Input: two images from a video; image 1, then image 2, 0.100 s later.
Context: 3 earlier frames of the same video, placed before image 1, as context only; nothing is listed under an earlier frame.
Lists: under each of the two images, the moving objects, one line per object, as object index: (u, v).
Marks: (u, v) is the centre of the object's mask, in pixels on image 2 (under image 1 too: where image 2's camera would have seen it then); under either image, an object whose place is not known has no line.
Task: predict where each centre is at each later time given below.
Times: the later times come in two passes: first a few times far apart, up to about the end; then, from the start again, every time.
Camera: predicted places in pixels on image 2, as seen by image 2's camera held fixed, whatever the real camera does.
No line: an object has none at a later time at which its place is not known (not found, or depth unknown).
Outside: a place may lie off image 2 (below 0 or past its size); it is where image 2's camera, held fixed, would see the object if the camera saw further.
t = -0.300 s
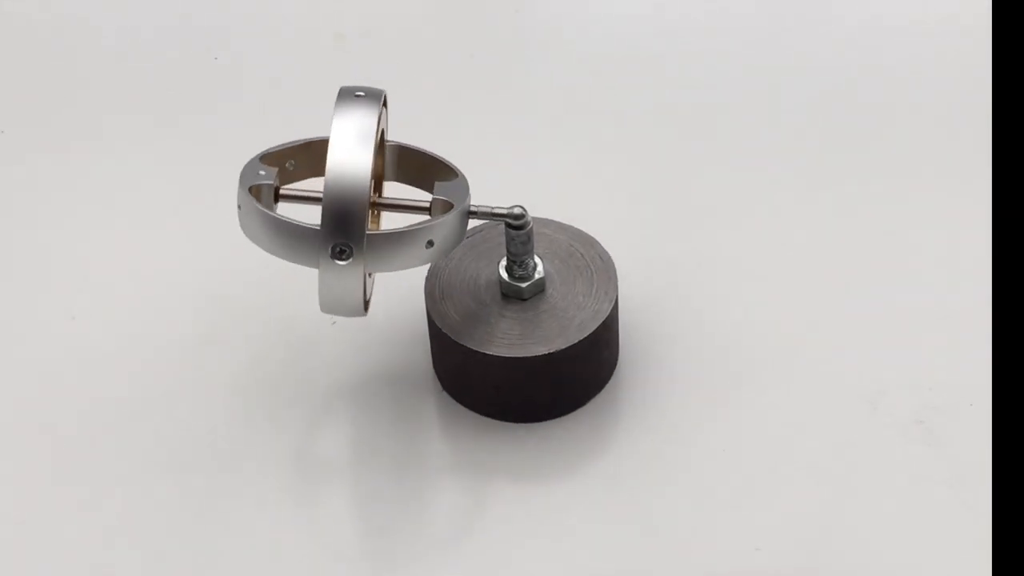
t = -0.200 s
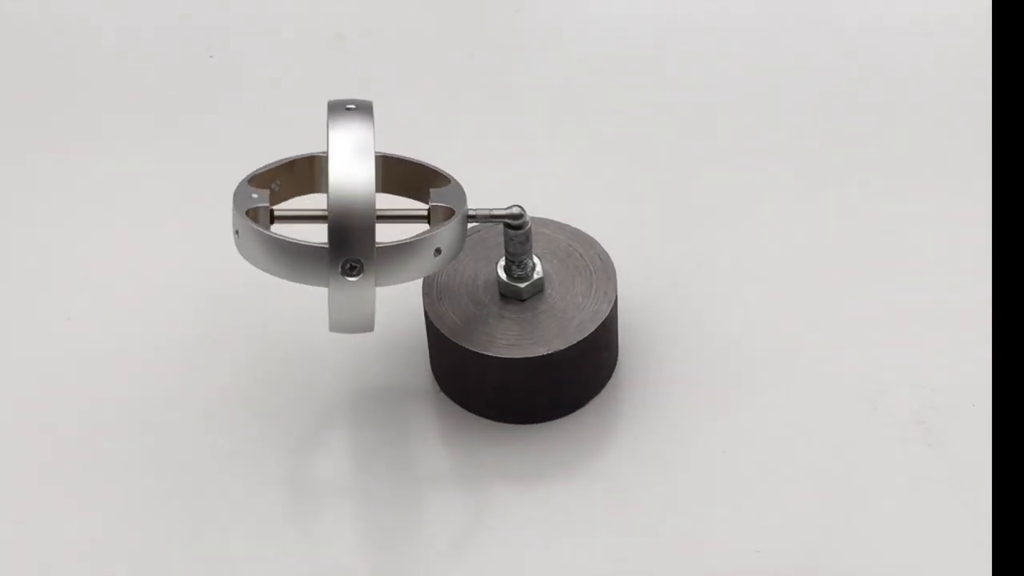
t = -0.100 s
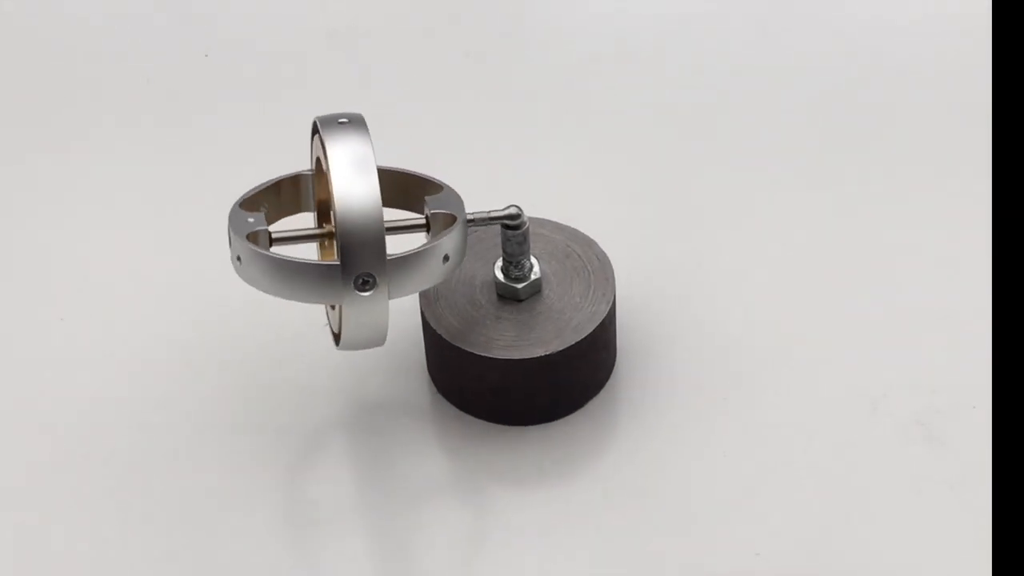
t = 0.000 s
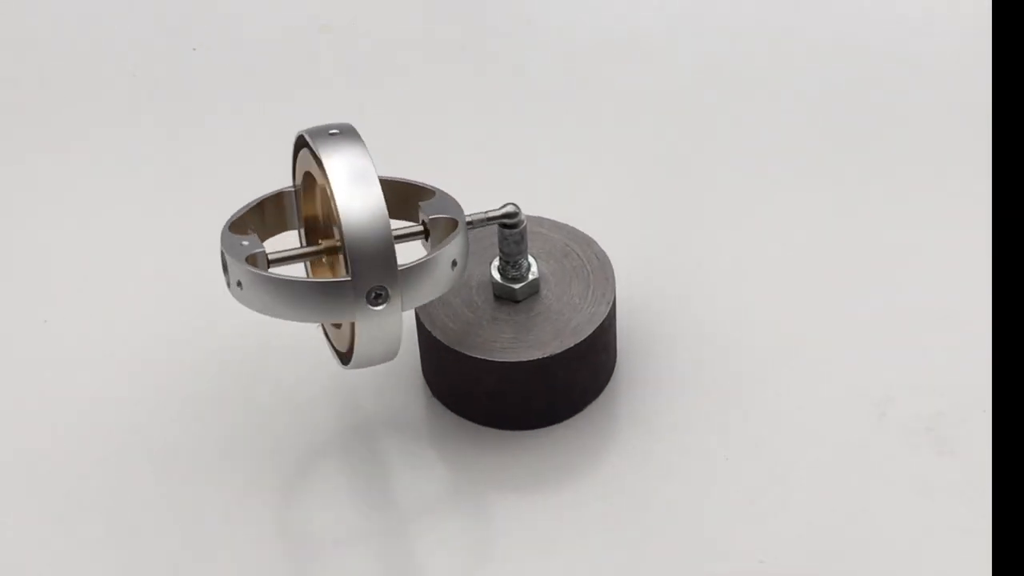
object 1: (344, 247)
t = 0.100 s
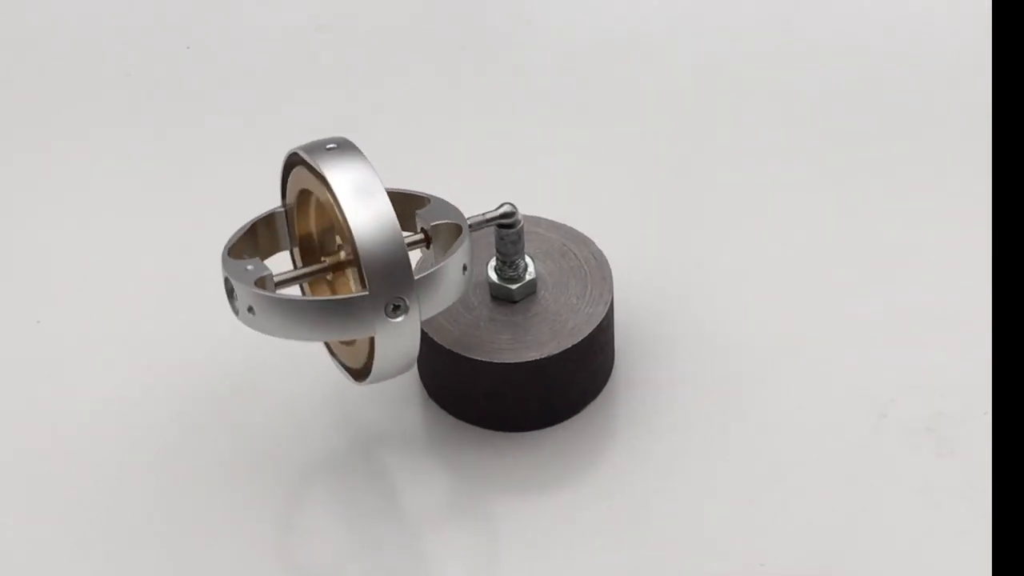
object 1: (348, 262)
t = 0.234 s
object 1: (360, 282)
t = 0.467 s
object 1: (394, 310)
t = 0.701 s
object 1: (438, 329)
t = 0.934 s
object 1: (490, 334)
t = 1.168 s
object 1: (545, 332)
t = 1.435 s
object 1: (604, 311)
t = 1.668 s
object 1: (642, 283)
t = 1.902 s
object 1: (665, 248)
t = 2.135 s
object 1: (673, 210)
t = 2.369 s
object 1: (664, 173)
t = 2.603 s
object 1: (641, 140)
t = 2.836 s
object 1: (607, 115)
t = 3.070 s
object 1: (563, 99)
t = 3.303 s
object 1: (516, 91)
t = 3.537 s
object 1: (465, 92)
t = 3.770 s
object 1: (417, 103)
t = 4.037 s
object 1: (370, 130)
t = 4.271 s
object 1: (342, 162)
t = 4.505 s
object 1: (327, 200)
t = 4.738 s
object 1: (328, 237)
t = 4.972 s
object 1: (345, 272)
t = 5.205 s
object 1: (378, 303)
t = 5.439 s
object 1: (422, 324)
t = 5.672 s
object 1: (474, 335)
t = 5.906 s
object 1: (526, 331)
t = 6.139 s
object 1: (586, 321)
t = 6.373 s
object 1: (629, 294)
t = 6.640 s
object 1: (661, 255)
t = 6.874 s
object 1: (672, 218)
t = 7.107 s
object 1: (667, 179)
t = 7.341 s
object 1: (645, 145)
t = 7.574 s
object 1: (612, 117)
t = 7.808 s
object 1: (568, 100)
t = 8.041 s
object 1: (520, 92)
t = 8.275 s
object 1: (469, 92)
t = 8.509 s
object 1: (419, 103)
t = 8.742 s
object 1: (376, 126)
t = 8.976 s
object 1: (345, 158)
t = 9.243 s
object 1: (327, 200)
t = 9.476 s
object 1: (329, 239)
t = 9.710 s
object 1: (347, 275)
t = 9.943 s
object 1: (382, 305)
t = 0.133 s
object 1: (349, 268)
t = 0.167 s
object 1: (353, 273)
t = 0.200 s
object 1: (356, 277)
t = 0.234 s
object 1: (360, 282)
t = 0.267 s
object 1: (364, 286)
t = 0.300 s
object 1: (369, 290)
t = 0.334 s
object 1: (373, 295)
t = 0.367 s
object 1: (378, 299)
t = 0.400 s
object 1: (383, 302)
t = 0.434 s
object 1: (389, 306)
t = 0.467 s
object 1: (394, 310)
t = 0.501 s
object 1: (400, 313)
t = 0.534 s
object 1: (406, 316)
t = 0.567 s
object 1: (412, 319)
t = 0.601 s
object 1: (418, 322)
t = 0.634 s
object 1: (425, 324)
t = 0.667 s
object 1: (432, 327)
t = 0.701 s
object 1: (438, 329)
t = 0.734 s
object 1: (446, 330)
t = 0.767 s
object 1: (453, 332)
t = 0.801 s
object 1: (460, 333)
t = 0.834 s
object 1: (467, 335)
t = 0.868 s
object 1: (477, 333)
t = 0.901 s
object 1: (483, 333)
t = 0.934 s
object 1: (490, 334)
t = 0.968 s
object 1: (497, 335)
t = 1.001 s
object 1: (505, 334)
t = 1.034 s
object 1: (512, 334)
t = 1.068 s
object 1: (520, 335)
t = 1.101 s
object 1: (529, 334)
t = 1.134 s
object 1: (536, 333)
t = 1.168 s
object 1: (545, 332)
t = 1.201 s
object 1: (554, 331)
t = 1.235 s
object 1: (562, 329)
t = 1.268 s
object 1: (570, 327)
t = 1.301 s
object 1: (577, 324)
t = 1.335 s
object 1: (584, 321)
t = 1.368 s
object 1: (591, 318)
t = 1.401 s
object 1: (597, 315)
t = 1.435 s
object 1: (604, 311)
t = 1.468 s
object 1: (610, 308)
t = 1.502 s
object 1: (616, 304)
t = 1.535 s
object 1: (621, 300)
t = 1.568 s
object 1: (627, 296)
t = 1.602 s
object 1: (632, 292)
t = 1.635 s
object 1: (637, 287)
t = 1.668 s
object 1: (642, 283)
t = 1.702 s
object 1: (646, 278)
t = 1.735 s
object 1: (650, 273)
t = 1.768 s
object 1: (654, 268)
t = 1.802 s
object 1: (657, 263)
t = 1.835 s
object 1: (660, 258)
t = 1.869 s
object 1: (663, 253)
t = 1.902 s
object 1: (665, 248)
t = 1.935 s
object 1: (667, 243)
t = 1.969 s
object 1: (669, 237)
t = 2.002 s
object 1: (670, 232)
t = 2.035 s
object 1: (671, 227)
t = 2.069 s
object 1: (672, 221)
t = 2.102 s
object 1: (672, 215)
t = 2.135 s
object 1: (673, 210)
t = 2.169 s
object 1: (672, 205)
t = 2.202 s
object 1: (672, 200)
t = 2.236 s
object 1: (671, 195)
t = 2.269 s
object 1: (670, 189)
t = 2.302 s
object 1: (668, 184)
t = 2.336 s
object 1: (667, 178)
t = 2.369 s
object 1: (664, 173)
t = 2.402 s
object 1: (662, 169)
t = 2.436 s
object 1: (659, 164)
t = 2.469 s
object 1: (656, 159)
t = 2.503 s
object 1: (653, 154)
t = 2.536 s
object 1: (649, 150)
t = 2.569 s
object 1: (646, 145)
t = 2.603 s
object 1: (641, 140)
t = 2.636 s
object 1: (637, 136)
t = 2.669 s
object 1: (633, 132)
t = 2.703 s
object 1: (628, 128)
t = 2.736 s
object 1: (623, 125)
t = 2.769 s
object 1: (618, 121)
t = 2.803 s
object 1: (613, 117)
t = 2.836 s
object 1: (607, 115)
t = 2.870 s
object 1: (601, 112)
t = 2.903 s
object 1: (595, 108)
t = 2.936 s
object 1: (589, 106)
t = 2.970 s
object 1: (583, 104)
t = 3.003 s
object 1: (576, 102)
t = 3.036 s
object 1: (569, 100)
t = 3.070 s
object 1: (563, 99)
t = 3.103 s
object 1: (556, 98)
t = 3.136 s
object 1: (549, 96)
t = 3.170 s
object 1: (543, 96)
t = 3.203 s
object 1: (536, 94)
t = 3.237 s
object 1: (530, 93)
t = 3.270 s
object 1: (523, 92)
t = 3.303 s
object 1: (516, 91)
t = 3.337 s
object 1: (509, 91)
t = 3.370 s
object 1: (502, 90)
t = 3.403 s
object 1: (495, 90)
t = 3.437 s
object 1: (487, 90)
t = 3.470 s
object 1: (480, 90)
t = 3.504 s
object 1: (473, 91)
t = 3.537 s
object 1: (465, 92)
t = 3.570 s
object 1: (458, 92)
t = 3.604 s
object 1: (451, 93)
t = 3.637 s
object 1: (444, 95)
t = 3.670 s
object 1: (437, 96)
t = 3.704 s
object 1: (430, 99)
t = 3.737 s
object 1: (424, 101)
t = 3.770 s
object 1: (417, 103)
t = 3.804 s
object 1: (411, 106)
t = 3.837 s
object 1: (404, 108)
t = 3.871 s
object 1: (398, 111)
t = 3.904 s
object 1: (392, 115)
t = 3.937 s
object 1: (386, 119)
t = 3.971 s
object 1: (381, 122)
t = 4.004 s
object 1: (375, 126)
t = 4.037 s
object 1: (370, 130)
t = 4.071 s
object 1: (365, 135)
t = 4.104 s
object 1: (361, 138)
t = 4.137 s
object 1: (356, 143)
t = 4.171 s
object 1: (352, 148)
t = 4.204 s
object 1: (348, 153)
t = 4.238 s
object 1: (345, 157)
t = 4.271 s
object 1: (342, 162)
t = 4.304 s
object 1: (339, 167)
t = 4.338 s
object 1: (336, 172)
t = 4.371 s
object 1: (333, 178)
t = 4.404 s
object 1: (331, 183)
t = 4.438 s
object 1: (329, 189)
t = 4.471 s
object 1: (328, 194)
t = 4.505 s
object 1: (327, 200)
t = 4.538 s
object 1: (326, 205)
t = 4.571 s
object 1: (325, 210)
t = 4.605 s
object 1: (325, 216)
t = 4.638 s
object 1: (326, 221)
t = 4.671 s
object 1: (326, 226)
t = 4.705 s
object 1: (327, 232)
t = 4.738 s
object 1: (328, 237)
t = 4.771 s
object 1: (330, 242)
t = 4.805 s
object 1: (331, 248)
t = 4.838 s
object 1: (333, 253)
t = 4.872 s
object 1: (336, 258)
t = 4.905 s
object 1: (338, 263)
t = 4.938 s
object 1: (341, 268)
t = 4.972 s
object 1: (345, 272)
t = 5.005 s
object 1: (349, 277)
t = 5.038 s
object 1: (353, 282)
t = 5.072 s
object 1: (357, 286)
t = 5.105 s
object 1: (362, 290)
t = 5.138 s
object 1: (367, 295)
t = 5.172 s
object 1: (372, 299)
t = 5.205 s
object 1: (378, 303)
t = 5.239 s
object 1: (383, 306)
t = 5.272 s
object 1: (389, 310)
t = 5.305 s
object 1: (396, 313)
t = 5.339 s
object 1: (402, 316)
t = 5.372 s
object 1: (408, 319)
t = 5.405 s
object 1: (415, 322)
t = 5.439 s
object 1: (422, 324)
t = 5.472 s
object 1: (429, 327)
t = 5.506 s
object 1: (436, 329)
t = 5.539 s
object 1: (444, 331)
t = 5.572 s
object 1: (451, 332)
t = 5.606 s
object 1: (458, 333)
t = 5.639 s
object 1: (466, 334)
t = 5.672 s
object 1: (474, 335)
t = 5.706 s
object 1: (480, 336)
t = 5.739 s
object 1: (488, 336)
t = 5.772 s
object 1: (497, 335)
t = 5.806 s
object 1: (504, 334)
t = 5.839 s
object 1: (512, 333)
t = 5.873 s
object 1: (519, 332)
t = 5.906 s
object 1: (526, 331)
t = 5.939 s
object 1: (531, 329)
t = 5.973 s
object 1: (546, 331)
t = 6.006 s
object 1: (555, 330)
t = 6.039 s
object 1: (563, 328)
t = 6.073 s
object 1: (571, 326)
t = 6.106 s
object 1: (578, 323)
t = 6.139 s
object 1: (586, 321)
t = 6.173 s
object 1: (592, 318)
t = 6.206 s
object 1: (599, 314)
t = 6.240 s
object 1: (606, 311)
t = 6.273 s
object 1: (612, 307)
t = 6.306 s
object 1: (618, 303)
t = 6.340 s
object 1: (624, 299)
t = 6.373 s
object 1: (629, 294)
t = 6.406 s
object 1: (634, 290)
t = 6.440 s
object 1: (639, 285)
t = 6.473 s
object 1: (644, 280)
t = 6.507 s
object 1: (648, 275)
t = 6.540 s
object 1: (652, 271)
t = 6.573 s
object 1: (655, 266)
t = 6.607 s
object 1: (658, 260)
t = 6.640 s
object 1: (661, 255)
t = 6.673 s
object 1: (664, 250)
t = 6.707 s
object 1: (666, 244)
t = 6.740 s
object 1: (668, 239)
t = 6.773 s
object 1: (670, 233)
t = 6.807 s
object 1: (671, 229)
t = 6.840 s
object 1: (672, 223)
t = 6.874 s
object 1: (672, 218)
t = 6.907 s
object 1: (672, 212)
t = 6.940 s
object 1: (672, 206)
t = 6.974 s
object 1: (672, 201)
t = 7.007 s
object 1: (671, 195)
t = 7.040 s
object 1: (670, 190)
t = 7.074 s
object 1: (668, 184)
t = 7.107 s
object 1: (667, 179)
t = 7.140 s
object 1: (664, 174)
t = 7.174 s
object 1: (662, 169)
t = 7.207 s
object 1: (659, 164)
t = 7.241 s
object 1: (656, 159)
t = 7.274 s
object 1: (653, 154)
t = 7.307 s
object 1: (649, 149)
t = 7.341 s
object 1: (645, 145)
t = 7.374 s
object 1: (641, 140)
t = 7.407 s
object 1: (637, 136)
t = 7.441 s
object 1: (632, 132)
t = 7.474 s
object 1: (627, 128)
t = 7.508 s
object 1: (623, 124)
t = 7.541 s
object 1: (617, 121)
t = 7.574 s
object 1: (612, 117)
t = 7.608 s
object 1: (606, 114)
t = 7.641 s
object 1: (600, 111)
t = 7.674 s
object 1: (594, 108)
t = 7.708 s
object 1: (587, 106)
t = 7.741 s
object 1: (581, 104)
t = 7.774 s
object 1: (575, 102)
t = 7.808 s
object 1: (568, 100)
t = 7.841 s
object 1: (561, 98)
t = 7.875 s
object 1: (554, 97)
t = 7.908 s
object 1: (547, 96)
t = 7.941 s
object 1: (540, 95)
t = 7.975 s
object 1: (534, 94)
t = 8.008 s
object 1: (527, 93)
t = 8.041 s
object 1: (520, 92)
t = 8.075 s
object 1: (513, 91)
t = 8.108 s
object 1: (506, 91)
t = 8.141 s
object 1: (499, 91)
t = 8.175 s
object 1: (491, 91)
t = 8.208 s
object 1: (484, 91)
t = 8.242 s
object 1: (476, 91)
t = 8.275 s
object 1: (469, 92)
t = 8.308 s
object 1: (461, 92)
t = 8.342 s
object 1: (454, 93)
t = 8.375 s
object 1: (446, 94)
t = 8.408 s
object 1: (439, 96)
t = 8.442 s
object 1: (432, 98)
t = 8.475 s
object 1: (425, 100)
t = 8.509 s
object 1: (419, 103)
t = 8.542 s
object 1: (412, 105)
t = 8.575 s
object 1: (406, 108)
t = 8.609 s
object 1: (400, 111)
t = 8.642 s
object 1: (394, 115)
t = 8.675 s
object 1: (388, 118)
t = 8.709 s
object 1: (382, 122)
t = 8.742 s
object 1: (376, 126)
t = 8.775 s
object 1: (371, 130)
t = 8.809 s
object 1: (366, 134)
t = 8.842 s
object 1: (362, 138)
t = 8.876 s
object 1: (357, 143)
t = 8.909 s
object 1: (353, 147)
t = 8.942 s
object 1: (349, 152)
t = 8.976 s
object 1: (345, 158)
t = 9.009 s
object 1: (342, 162)
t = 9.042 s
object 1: (339, 168)
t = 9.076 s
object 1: (336, 173)
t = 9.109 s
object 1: (333, 178)
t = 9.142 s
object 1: (331, 183)
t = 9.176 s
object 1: (329, 189)
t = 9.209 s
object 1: (328, 194)
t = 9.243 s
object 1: (327, 200)
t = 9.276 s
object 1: (326, 206)
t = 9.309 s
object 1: (326, 211)
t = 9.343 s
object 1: (326, 217)
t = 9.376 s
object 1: (326, 222)
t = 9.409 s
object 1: (327, 228)
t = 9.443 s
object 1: (328, 233)
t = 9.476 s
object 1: (329, 239)
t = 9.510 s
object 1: (331, 244)
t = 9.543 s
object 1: (333, 249)
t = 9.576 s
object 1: (335, 254)
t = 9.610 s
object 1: (337, 260)
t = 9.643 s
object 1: (340, 265)
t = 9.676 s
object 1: (344, 270)
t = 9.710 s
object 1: (347, 275)
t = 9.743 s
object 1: (352, 279)
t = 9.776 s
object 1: (356, 284)
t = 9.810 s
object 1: (361, 289)
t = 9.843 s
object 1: (365, 293)
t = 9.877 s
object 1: (371, 297)
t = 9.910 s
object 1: (376, 301)
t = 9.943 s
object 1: (382, 305)
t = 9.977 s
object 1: (388, 309)
